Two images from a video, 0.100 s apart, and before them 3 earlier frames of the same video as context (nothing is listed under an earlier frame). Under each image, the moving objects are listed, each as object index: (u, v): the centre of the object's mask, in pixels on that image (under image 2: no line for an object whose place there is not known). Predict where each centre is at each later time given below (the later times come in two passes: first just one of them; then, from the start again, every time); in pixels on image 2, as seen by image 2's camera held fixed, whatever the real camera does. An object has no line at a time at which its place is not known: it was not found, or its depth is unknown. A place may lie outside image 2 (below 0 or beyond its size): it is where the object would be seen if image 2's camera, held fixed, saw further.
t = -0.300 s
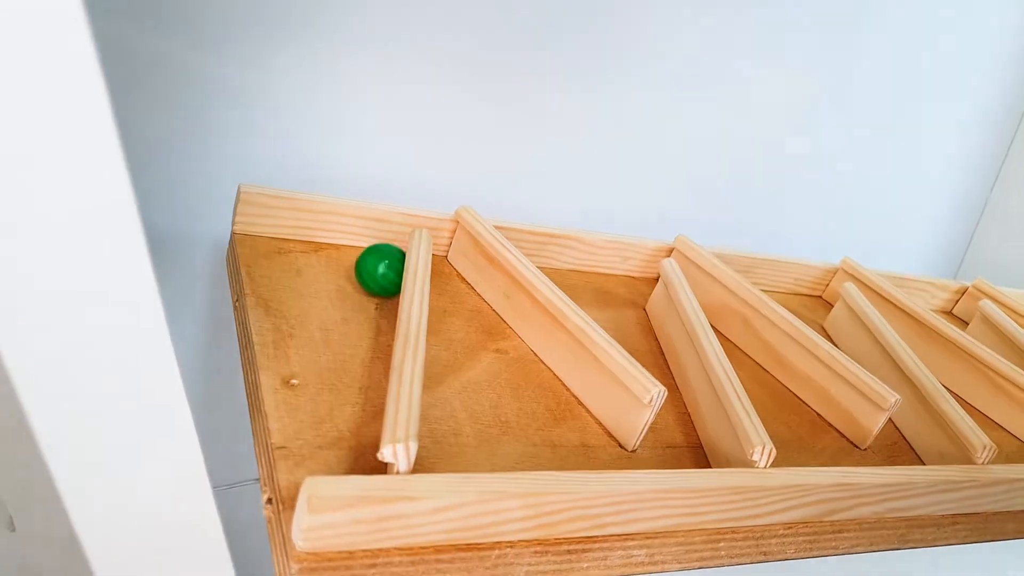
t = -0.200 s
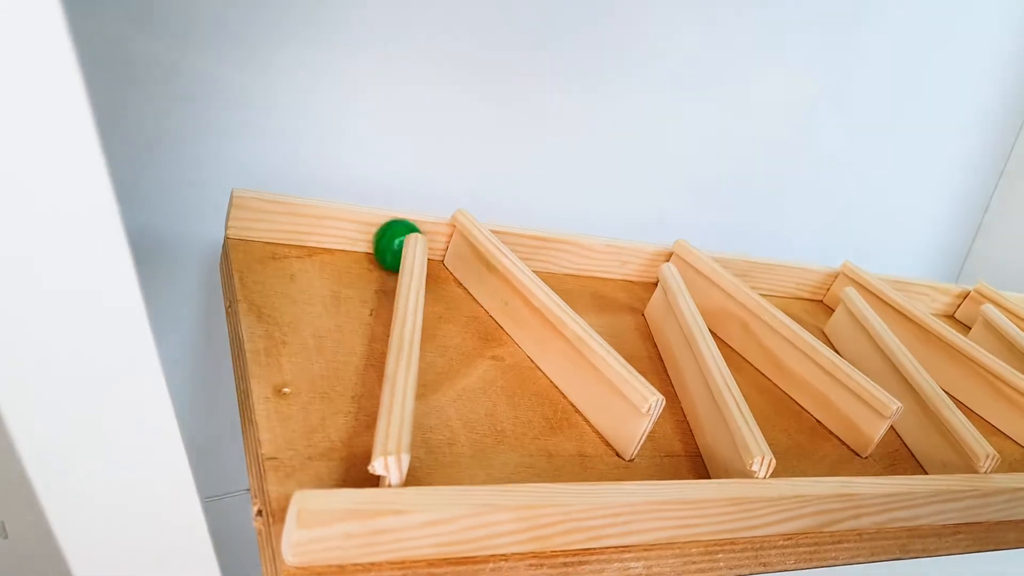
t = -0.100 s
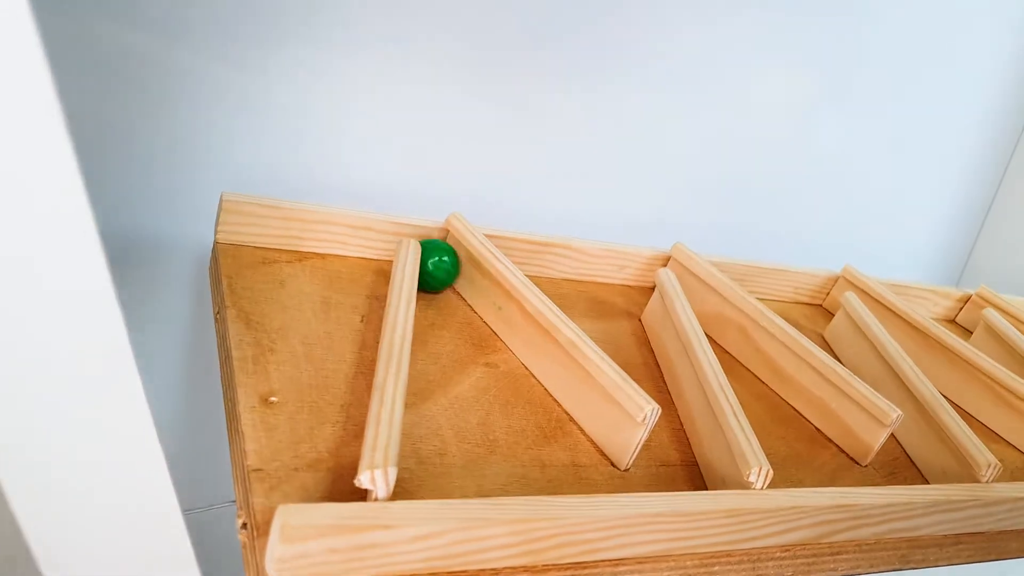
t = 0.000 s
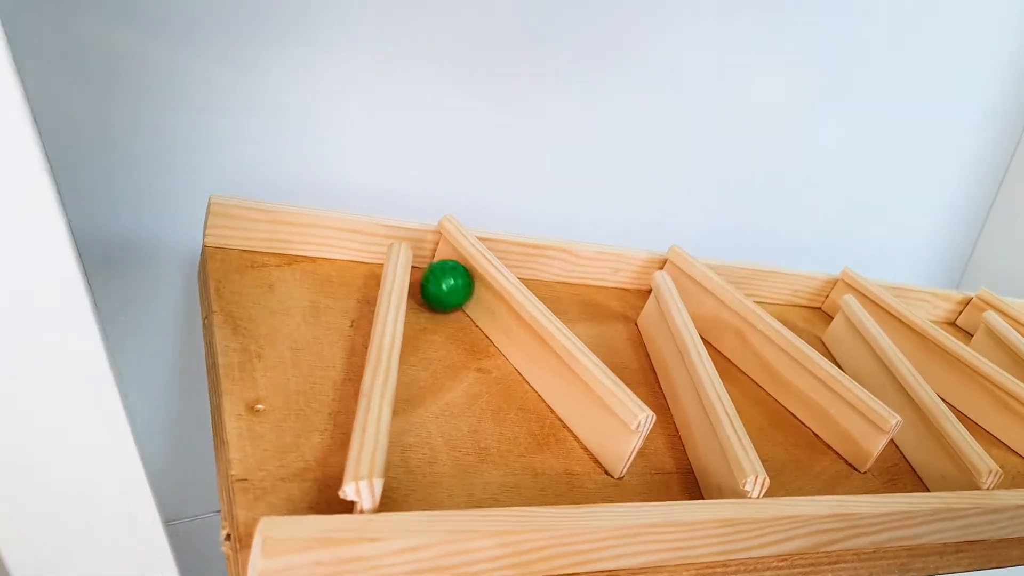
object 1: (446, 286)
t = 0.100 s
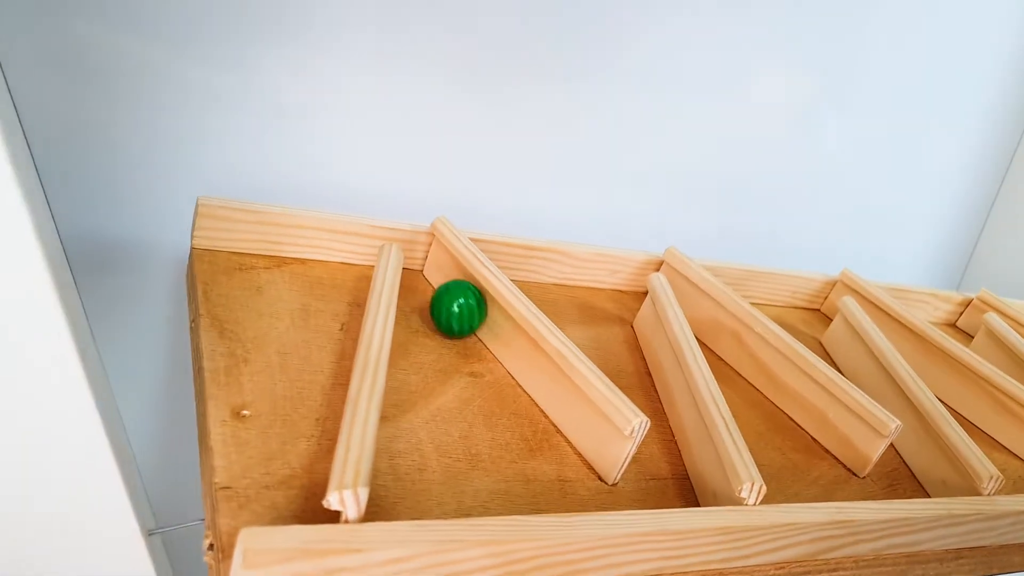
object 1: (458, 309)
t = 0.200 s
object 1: (483, 338)
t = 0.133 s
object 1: (466, 317)
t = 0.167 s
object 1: (475, 327)
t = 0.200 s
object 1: (483, 338)
